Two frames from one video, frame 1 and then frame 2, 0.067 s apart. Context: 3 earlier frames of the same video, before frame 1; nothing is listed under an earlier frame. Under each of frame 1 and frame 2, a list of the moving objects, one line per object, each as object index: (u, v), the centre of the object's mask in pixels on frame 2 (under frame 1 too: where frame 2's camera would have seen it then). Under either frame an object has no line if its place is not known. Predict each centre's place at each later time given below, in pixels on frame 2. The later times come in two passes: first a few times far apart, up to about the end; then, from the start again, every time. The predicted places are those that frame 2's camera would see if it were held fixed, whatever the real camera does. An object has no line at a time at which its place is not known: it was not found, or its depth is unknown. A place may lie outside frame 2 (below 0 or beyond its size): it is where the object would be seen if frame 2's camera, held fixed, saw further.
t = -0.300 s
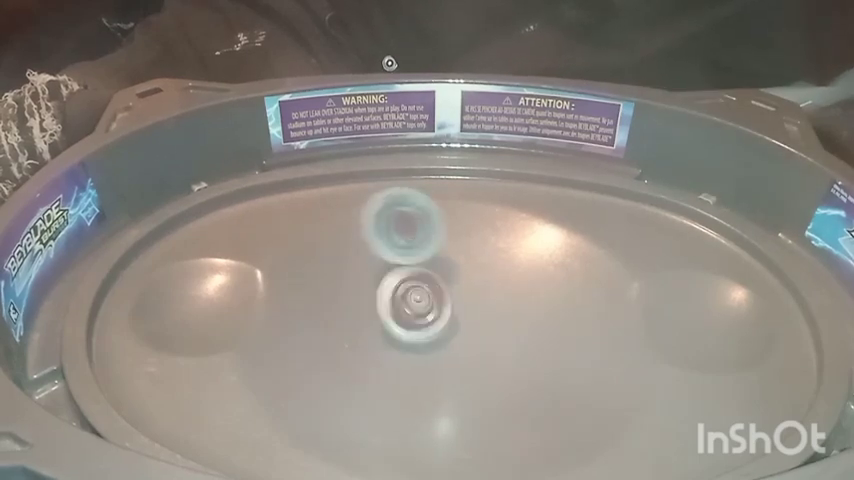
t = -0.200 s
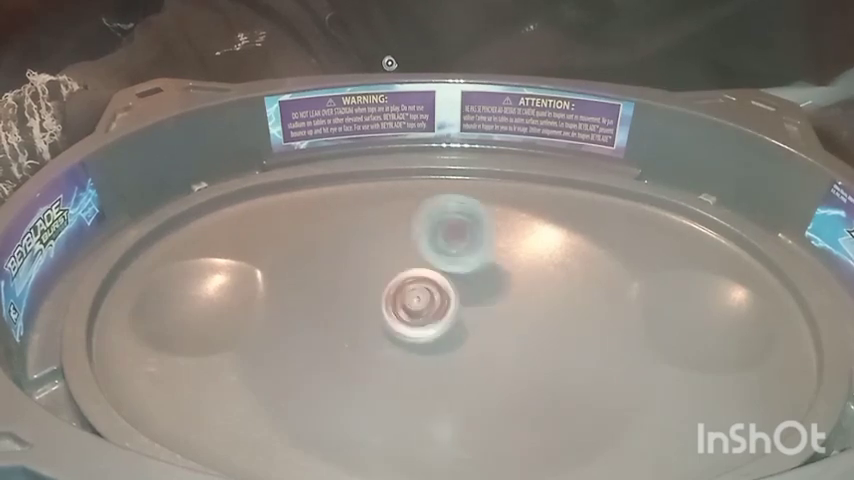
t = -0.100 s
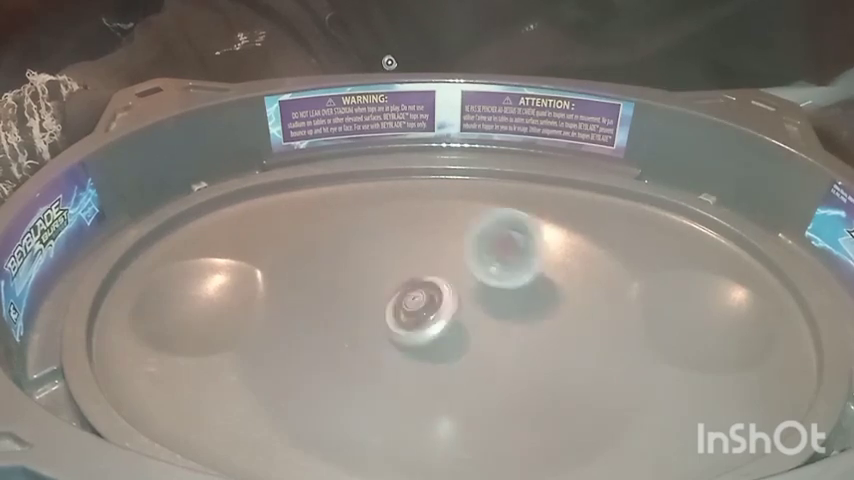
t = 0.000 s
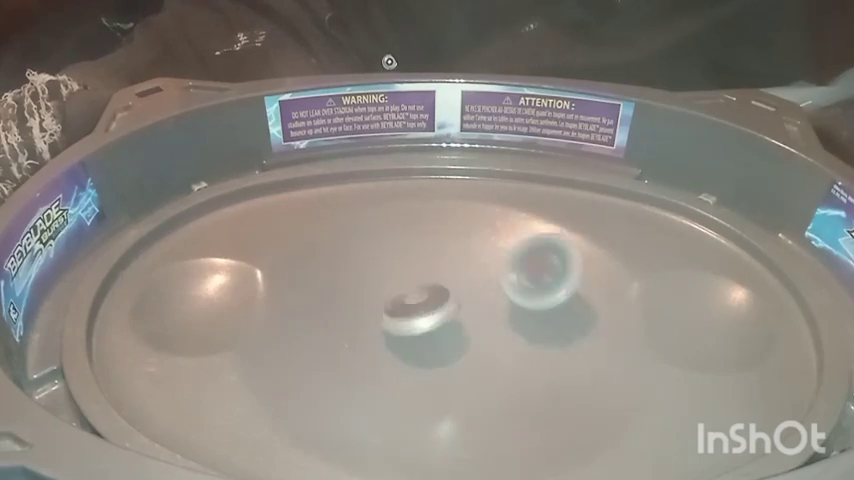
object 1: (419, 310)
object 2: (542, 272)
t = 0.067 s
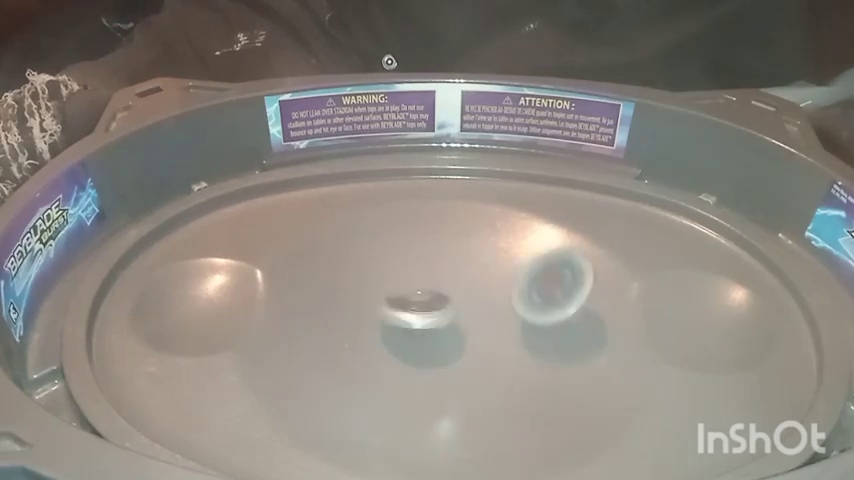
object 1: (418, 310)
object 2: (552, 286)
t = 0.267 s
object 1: (415, 308)
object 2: (523, 336)
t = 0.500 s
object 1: (425, 307)
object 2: (382, 341)
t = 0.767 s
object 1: (417, 314)
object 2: (296, 265)
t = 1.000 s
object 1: (412, 307)
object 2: (348, 225)
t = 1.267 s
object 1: (434, 334)
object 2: (483, 232)
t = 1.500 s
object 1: (431, 328)
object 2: (548, 296)
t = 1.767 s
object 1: (434, 322)
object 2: (452, 359)
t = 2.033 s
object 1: (432, 318)
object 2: (306, 306)
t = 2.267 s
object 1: (432, 317)
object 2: (328, 234)
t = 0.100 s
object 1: (416, 310)
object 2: (554, 294)
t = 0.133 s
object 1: (417, 311)
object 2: (552, 302)
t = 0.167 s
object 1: (414, 310)
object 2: (550, 312)
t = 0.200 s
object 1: (414, 310)
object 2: (543, 320)
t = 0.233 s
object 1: (413, 309)
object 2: (534, 329)
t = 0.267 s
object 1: (415, 308)
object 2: (523, 336)
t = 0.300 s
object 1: (415, 308)
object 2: (509, 342)
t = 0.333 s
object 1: (415, 308)
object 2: (490, 347)
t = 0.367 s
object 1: (417, 307)
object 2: (469, 350)
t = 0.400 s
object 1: (418, 306)
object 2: (447, 350)
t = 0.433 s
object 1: (422, 316)
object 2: (430, 349)
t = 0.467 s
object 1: (420, 317)
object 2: (405, 348)
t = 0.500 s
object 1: (425, 307)
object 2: (382, 341)
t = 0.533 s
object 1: (425, 312)
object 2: (358, 334)
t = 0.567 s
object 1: (424, 314)
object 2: (341, 326)
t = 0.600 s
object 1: (424, 315)
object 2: (326, 316)
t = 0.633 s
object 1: (423, 316)
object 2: (315, 306)
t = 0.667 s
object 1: (420, 317)
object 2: (306, 297)
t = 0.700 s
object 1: (419, 315)
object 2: (301, 287)
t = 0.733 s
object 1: (418, 314)
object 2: (298, 276)
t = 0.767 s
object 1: (417, 314)
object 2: (296, 265)
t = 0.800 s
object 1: (417, 313)
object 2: (297, 254)
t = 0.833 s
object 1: (413, 313)
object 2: (301, 245)
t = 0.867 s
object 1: (414, 312)
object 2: (305, 239)
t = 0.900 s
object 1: (413, 311)
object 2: (314, 232)
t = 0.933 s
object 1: (414, 310)
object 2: (324, 228)
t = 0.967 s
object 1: (414, 310)
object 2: (335, 225)
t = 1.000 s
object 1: (412, 307)
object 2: (348, 225)
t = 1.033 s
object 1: (414, 305)
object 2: (362, 226)
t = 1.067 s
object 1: (415, 304)
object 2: (380, 228)
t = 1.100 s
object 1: (419, 311)
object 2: (397, 227)
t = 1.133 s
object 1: (422, 322)
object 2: (416, 220)
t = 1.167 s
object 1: (426, 328)
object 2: (434, 219)
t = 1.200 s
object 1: (431, 332)
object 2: (451, 222)
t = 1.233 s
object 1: (433, 334)
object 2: (467, 226)
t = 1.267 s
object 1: (434, 334)
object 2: (483, 232)
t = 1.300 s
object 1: (434, 335)
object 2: (497, 238)
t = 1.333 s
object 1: (435, 334)
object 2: (511, 246)
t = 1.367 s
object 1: (434, 333)
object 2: (525, 255)
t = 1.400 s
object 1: (434, 333)
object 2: (534, 268)
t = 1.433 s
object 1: (433, 331)
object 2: (542, 275)
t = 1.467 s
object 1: (432, 330)
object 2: (547, 286)
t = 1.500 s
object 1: (431, 328)
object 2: (548, 296)
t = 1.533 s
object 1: (431, 325)
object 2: (546, 307)
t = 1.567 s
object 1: (432, 324)
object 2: (541, 319)
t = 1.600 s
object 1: (433, 323)
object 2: (535, 326)
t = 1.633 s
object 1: (433, 322)
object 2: (522, 338)
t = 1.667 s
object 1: (433, 323)
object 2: (508, 347)
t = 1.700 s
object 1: (433, 322)
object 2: (492, 353)
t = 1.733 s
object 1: (434, 322)
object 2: (472, 358)
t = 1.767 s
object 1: (434, 322)
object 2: (452, 359)
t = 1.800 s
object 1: (433, 320)
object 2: (435, 360)
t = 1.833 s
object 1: (433, 317)
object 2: (413, 360)
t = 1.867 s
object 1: (433, 316)
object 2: (389, 356)
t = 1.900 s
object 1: (433, 316)
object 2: (364, 349)
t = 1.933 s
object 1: (433, 317)
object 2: (342, 340)
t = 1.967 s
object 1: (432, 318)
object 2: (327, 329)
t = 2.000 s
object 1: (431, 318)
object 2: (315, 318)
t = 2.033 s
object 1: (432, 318)
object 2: (306, 306)
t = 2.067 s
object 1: (432, 317)
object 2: (302, 296)
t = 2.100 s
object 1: (432, 317)
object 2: (301, 284)
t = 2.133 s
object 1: (432, 317)
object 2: (300, 270)
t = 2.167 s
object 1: (432, 317)
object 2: (303, 258)
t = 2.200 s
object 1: (431, 318)
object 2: (307, 248)
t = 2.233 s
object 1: (432, 317)
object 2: (316, 242)
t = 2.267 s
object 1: (432, 317)
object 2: (328, 234)
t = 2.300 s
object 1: (432, 317)
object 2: (340, 229)
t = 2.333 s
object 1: (431, 317)
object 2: (354, 226)
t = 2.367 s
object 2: (372, 223)
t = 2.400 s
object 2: (391, 222)
